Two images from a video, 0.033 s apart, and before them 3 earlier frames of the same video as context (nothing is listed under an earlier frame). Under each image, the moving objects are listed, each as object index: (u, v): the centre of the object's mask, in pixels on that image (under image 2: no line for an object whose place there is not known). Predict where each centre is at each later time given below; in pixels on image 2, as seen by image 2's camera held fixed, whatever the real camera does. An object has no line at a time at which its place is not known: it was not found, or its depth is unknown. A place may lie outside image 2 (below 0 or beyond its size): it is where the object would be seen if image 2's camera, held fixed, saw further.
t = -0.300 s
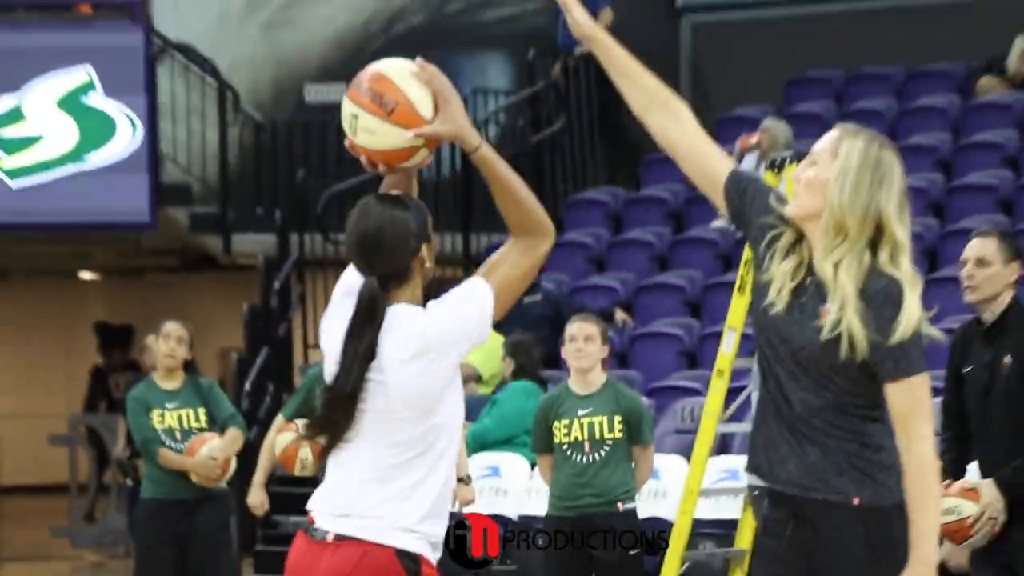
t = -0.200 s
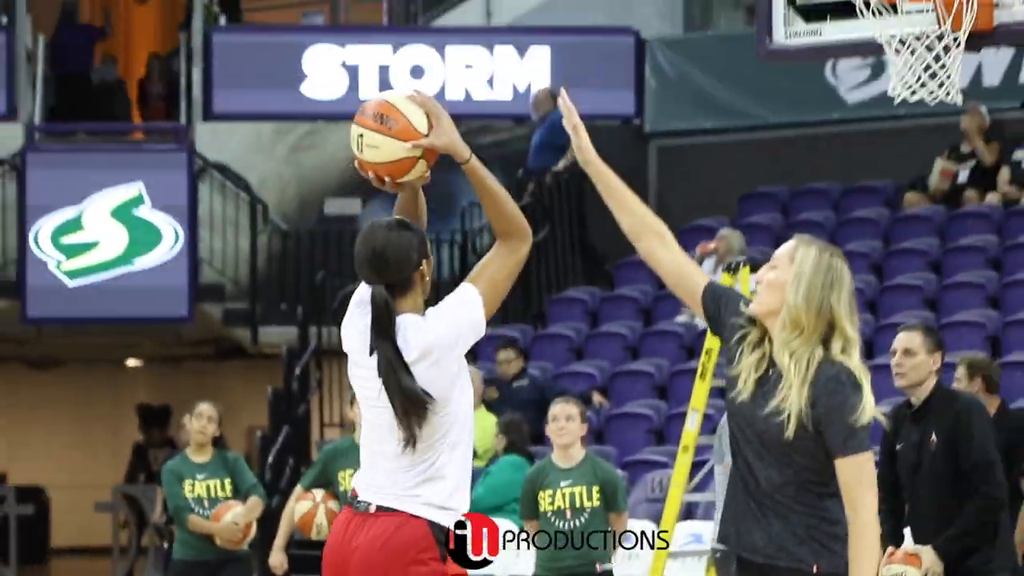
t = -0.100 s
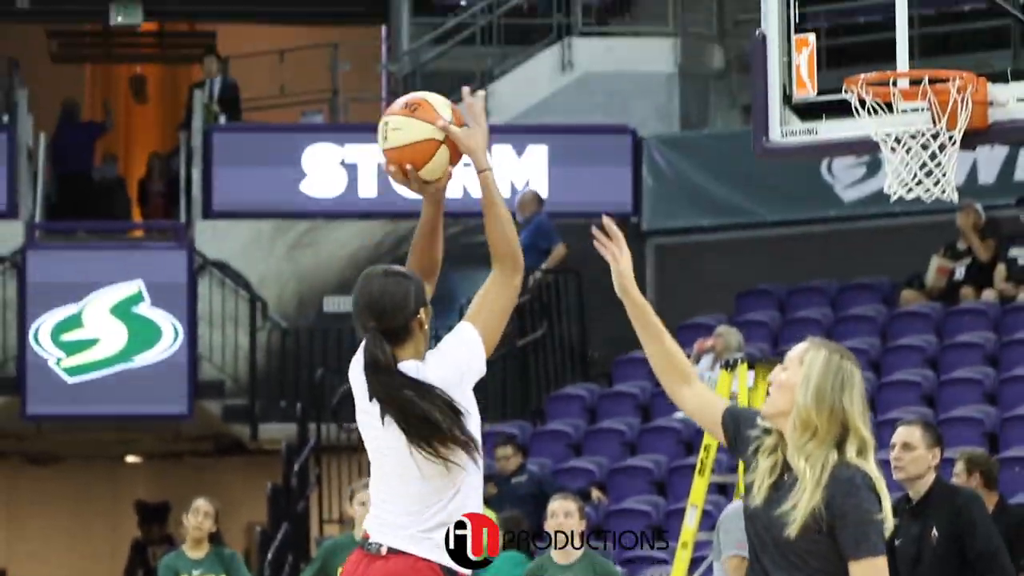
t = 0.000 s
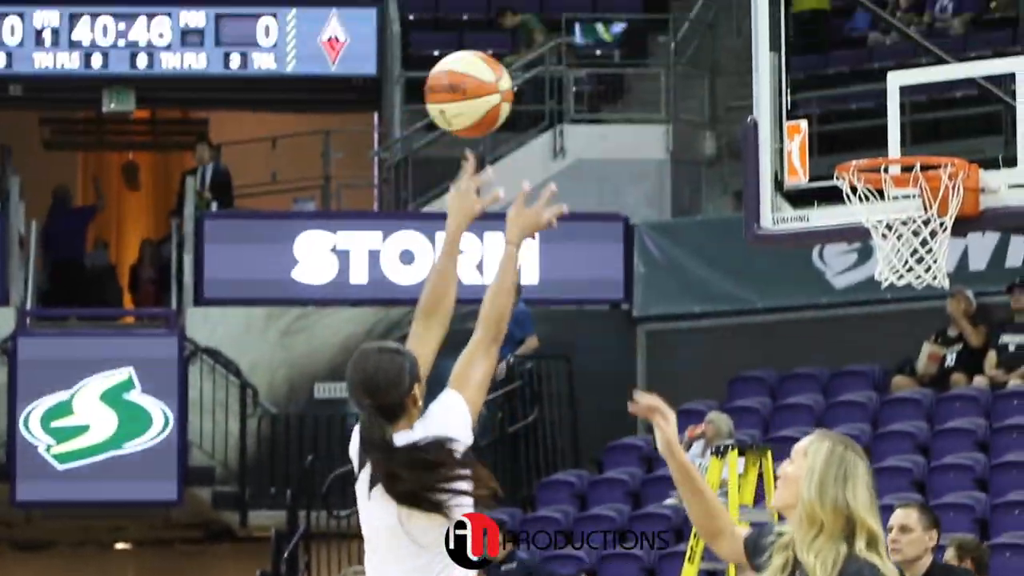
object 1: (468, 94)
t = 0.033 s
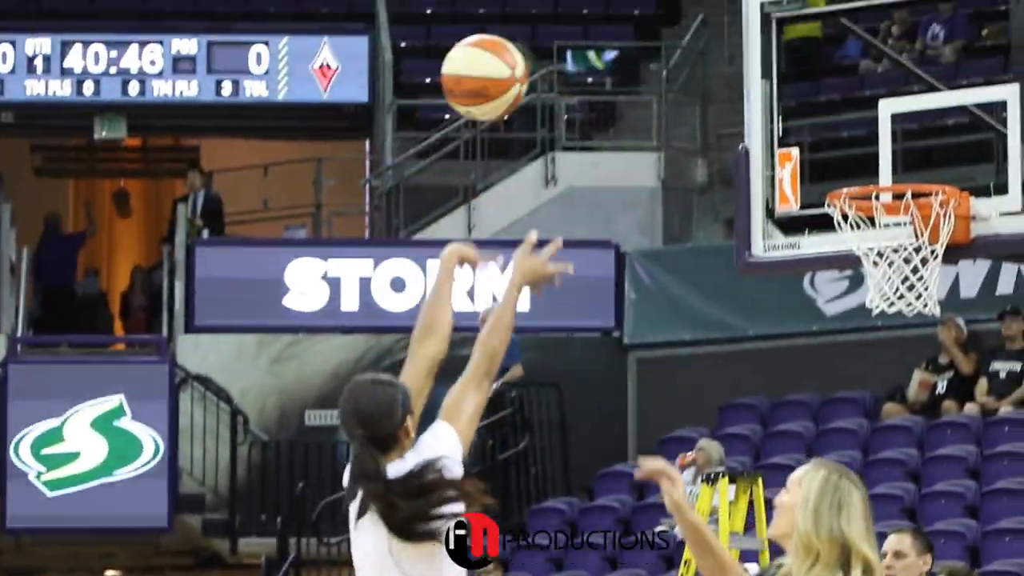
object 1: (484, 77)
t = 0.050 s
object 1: (495, 57)
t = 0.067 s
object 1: (507, 37)
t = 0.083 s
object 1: (518, 19)
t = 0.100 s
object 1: (529, 3)
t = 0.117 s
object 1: (539, -11)
